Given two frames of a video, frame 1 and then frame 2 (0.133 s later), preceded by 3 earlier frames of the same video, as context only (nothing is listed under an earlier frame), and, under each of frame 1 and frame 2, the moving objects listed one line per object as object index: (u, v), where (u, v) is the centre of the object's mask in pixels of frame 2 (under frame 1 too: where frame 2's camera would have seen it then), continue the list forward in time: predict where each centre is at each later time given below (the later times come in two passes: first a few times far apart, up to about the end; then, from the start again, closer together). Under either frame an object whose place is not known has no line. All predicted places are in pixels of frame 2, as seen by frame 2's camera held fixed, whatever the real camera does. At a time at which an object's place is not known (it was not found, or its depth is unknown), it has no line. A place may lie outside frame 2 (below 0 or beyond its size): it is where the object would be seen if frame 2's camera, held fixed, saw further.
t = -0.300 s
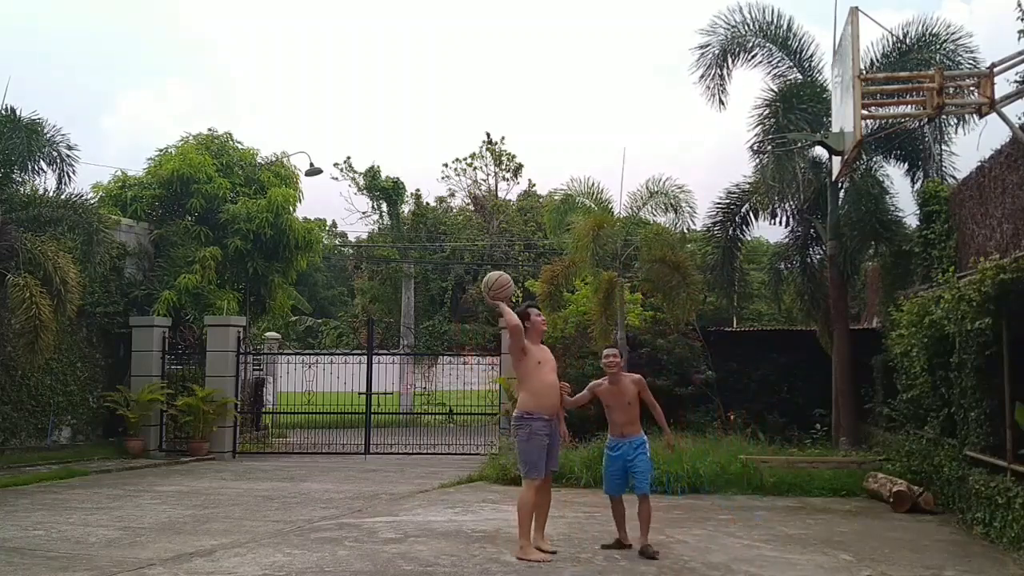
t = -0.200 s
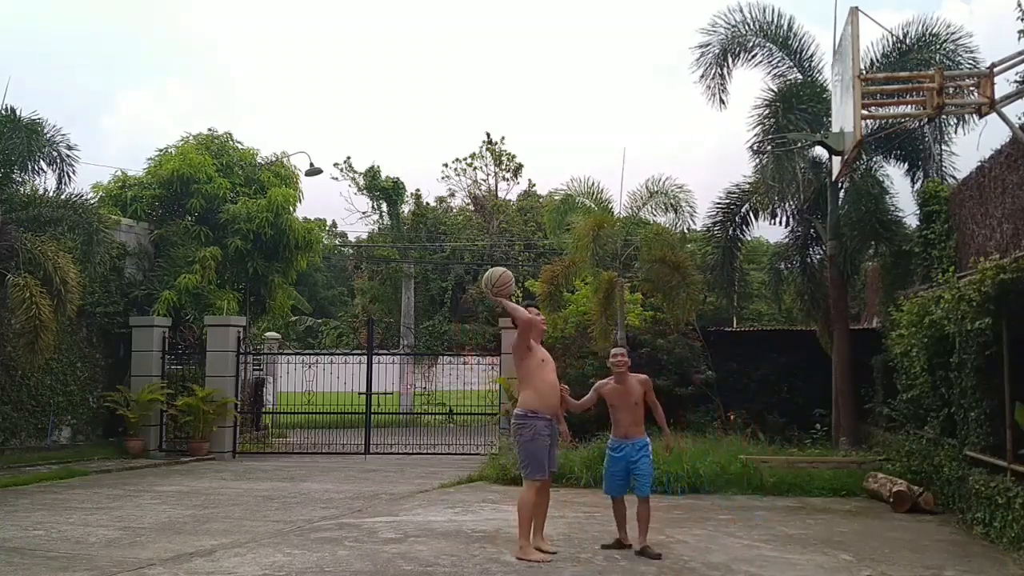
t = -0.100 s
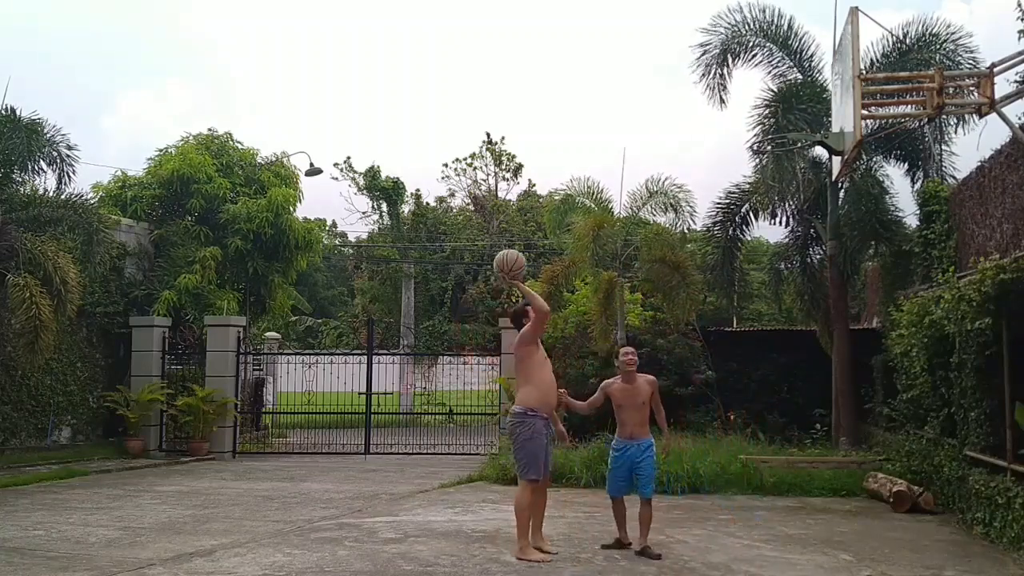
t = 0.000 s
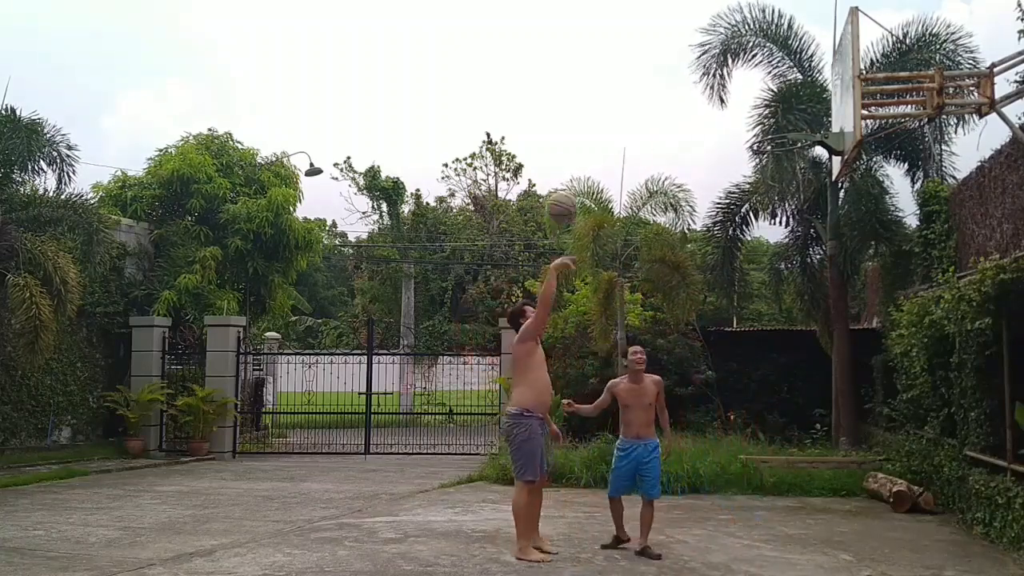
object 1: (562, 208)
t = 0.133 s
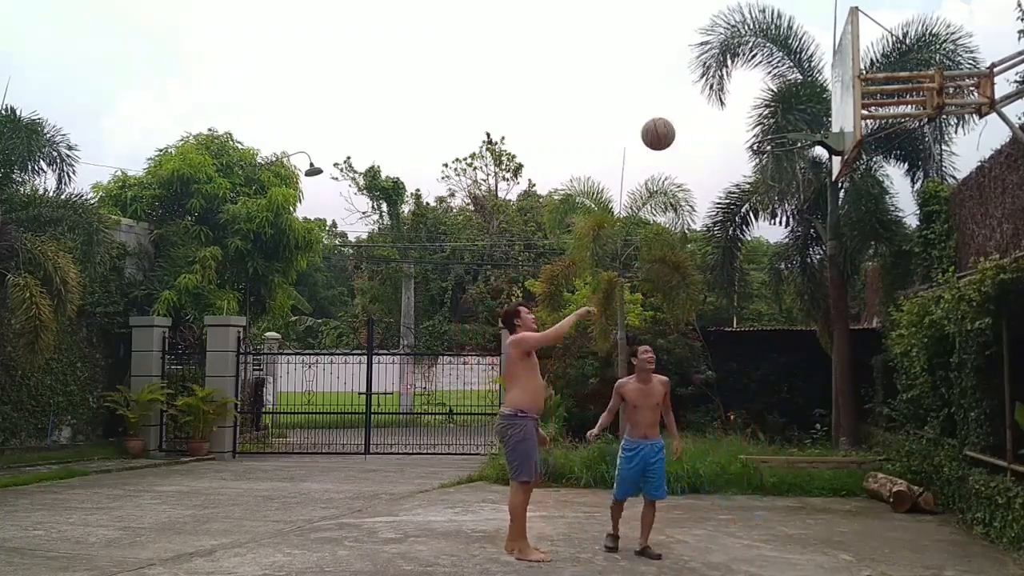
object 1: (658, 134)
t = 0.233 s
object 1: (732, 91)
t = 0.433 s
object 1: (786, 61)
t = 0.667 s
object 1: (643, 132)
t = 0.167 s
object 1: (683, 118)
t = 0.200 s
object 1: (708, 104)
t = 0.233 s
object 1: (732, 91)
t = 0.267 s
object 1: (757, 80)
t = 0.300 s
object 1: (783, 69)
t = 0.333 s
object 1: (809, 61)
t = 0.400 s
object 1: (808, 57)
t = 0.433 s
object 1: (786, 61)
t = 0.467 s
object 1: (765, 67)
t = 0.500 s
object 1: (745, 74)
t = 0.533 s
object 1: (724, 83)
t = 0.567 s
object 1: (704, 93)
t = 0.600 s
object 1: (683, 104)
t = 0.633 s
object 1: (663, 117)
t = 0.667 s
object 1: (643, 132)
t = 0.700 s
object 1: (623, 148)
